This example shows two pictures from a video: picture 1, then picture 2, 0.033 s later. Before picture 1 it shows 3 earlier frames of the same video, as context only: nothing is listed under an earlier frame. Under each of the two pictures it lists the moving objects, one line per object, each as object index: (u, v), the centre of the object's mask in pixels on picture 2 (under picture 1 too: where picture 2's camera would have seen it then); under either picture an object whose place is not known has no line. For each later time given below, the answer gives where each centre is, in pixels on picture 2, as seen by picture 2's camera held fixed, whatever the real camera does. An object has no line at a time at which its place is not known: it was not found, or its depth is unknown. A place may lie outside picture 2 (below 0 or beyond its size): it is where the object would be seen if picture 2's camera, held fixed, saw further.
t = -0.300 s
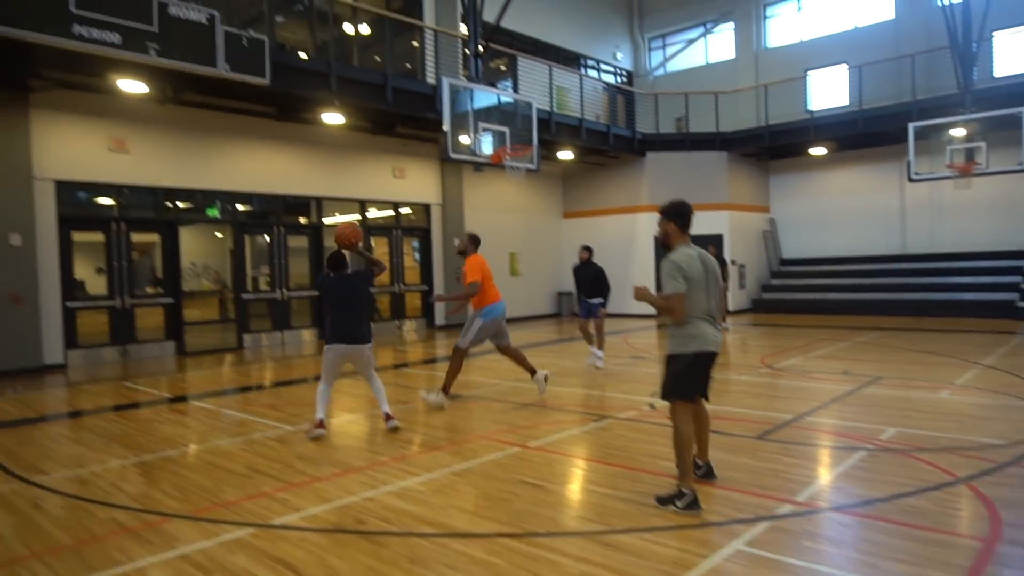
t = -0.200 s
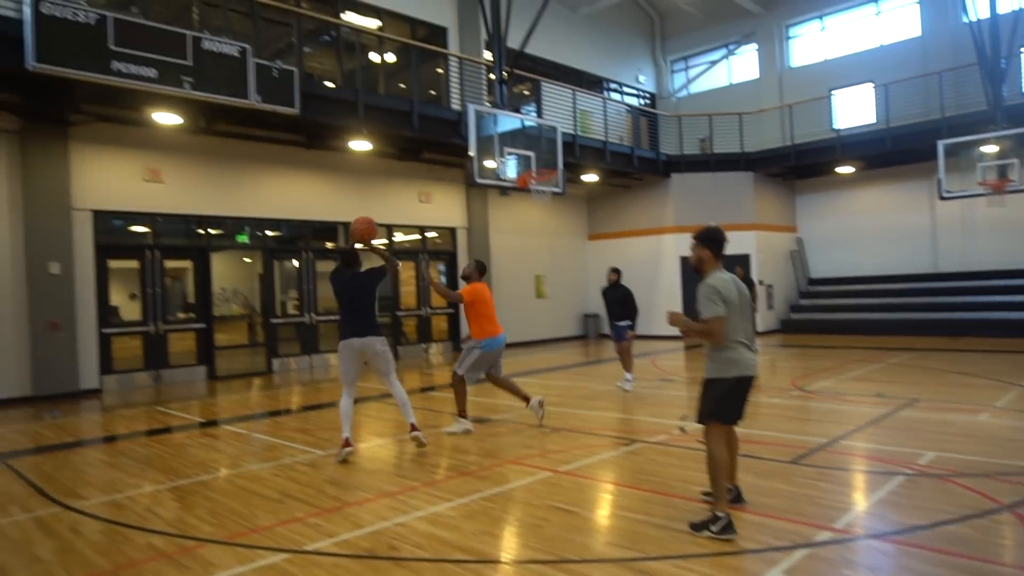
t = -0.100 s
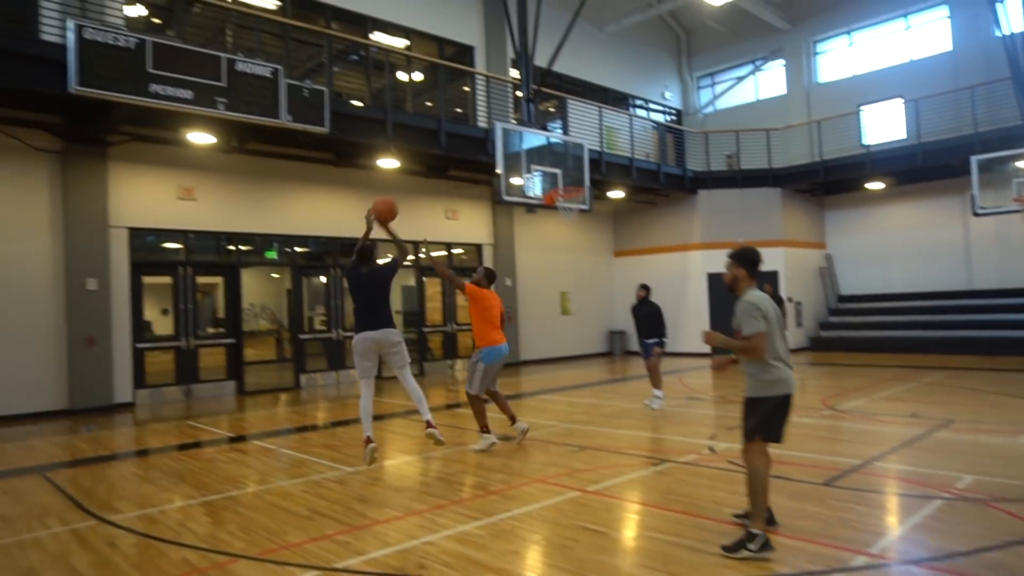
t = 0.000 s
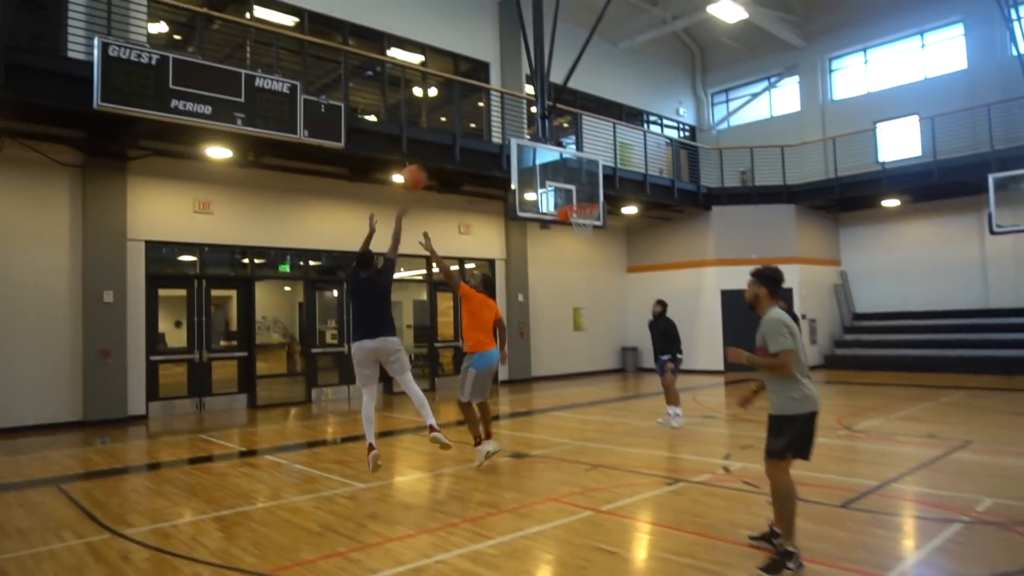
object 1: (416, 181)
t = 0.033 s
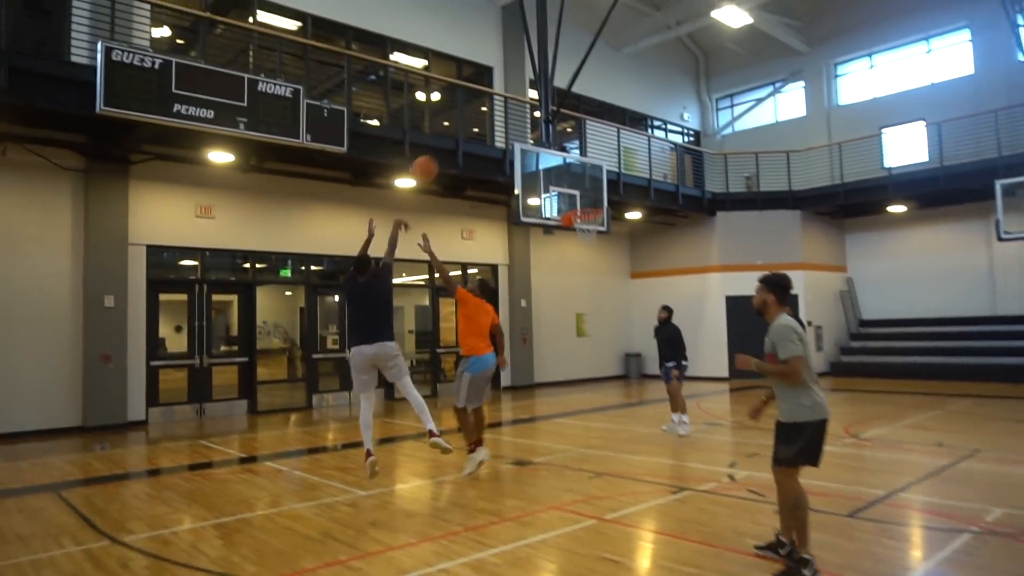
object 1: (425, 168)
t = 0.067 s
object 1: (436, 158)
